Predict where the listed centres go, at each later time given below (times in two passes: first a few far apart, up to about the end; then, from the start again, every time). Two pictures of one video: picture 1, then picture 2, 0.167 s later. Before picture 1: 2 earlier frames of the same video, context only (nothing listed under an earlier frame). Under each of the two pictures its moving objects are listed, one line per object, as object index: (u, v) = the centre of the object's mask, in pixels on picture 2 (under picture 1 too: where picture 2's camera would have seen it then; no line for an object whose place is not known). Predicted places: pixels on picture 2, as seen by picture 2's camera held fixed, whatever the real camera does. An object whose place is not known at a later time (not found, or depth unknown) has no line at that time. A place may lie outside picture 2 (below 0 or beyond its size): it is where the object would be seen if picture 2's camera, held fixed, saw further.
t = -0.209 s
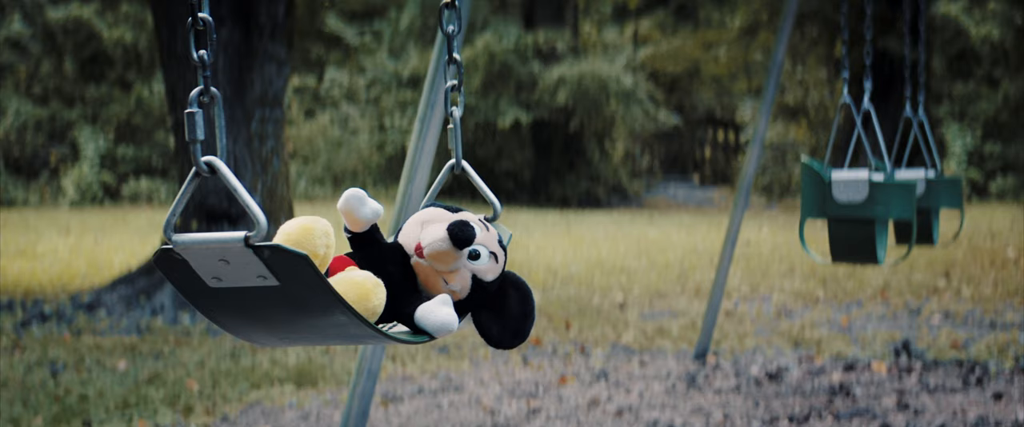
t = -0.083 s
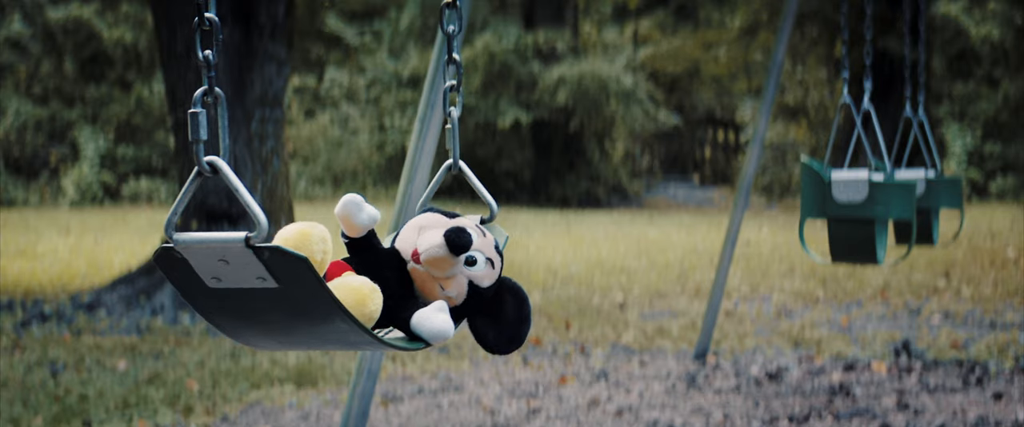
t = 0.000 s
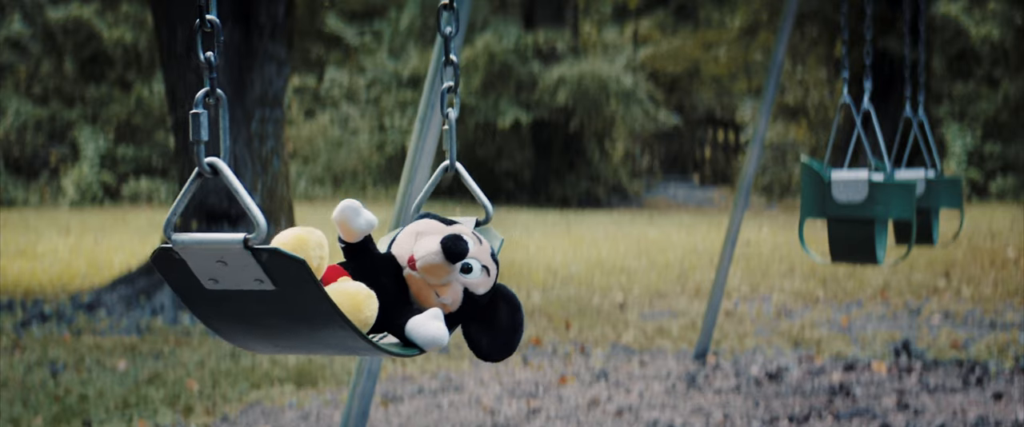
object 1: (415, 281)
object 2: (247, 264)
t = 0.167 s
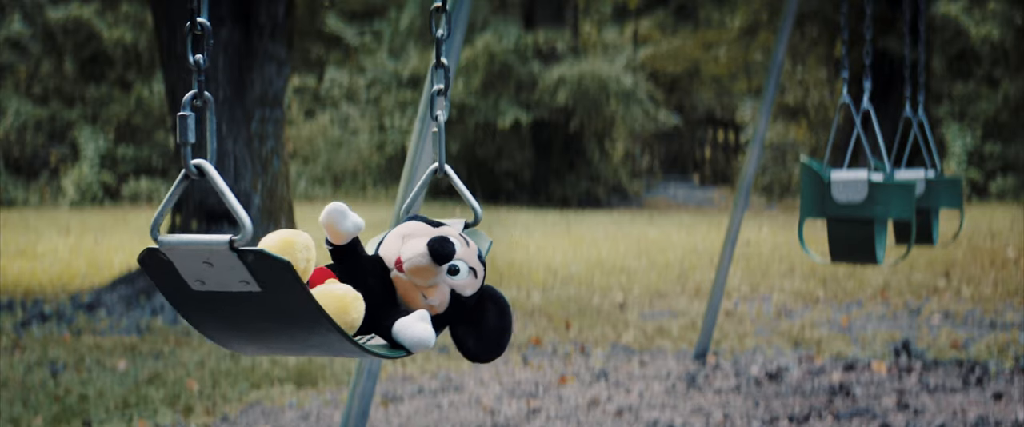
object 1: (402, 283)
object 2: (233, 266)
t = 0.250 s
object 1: (392, 282)
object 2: (226, 264)
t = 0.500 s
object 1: (379, 289)
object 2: (207, 269)
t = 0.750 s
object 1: (352, 279)
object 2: (184, 263)
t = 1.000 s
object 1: (338, 279)
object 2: (167, 265)
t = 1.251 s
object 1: (324, 275)
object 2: (155, 259)
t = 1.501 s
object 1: (339, 284)
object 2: (169, 267)
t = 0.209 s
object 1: (397, 283)
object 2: (229, 266)
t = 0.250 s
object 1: (392, 282)
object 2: (226, 264)
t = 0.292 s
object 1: (389, 282)
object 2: (223, 265)
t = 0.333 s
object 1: (386, 282)
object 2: (219, 266)
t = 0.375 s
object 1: (385, 282)
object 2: (216, 266)
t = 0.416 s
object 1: (384, 284)
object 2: (214, 271)
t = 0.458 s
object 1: (381, 286)
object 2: (211, 272)
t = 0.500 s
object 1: (379, 289)
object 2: (207, 269)
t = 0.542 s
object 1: (374, 288)
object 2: (204, 270)
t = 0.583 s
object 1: (369, 288)
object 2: (200, 271)
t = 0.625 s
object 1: (364, 286)
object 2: (197, 270)
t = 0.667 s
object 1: (359, 283)
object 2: (192, 266)
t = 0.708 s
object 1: (355, 281)
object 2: (186, 256)
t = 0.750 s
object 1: (352, 279)
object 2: (184, 263)
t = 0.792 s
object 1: (349, 278)
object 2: (182, 263)
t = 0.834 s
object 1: (346, 278)
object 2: (179, 262)
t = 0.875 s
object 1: (346, 277)
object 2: (177, 261)
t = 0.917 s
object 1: (344, 277)
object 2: (174, 265)
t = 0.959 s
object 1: (342, 277)
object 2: (170, 259)
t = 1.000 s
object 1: (338, 279)
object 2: (167, 265)
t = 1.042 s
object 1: (333, 280)
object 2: (164, 263)
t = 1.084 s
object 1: (330, 281)
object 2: (160, 248)
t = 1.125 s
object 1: (327, 280)
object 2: (159, 261)
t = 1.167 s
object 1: (326, 278)
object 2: (157, 257)
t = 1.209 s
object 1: (325, 276)
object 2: (156, 258)
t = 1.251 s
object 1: (324, 275)
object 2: (155, 259)
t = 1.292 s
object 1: (325, 274)
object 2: (152, 246)
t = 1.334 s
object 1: (327, 275)
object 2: (157, 259)
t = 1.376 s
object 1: (329, 277)
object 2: (159, 260)
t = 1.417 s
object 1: (332, 280)
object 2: (160, 252)
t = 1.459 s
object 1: (335, 282)
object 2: (163, 254)
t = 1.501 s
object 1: (339, 284)
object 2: (169, 267)
